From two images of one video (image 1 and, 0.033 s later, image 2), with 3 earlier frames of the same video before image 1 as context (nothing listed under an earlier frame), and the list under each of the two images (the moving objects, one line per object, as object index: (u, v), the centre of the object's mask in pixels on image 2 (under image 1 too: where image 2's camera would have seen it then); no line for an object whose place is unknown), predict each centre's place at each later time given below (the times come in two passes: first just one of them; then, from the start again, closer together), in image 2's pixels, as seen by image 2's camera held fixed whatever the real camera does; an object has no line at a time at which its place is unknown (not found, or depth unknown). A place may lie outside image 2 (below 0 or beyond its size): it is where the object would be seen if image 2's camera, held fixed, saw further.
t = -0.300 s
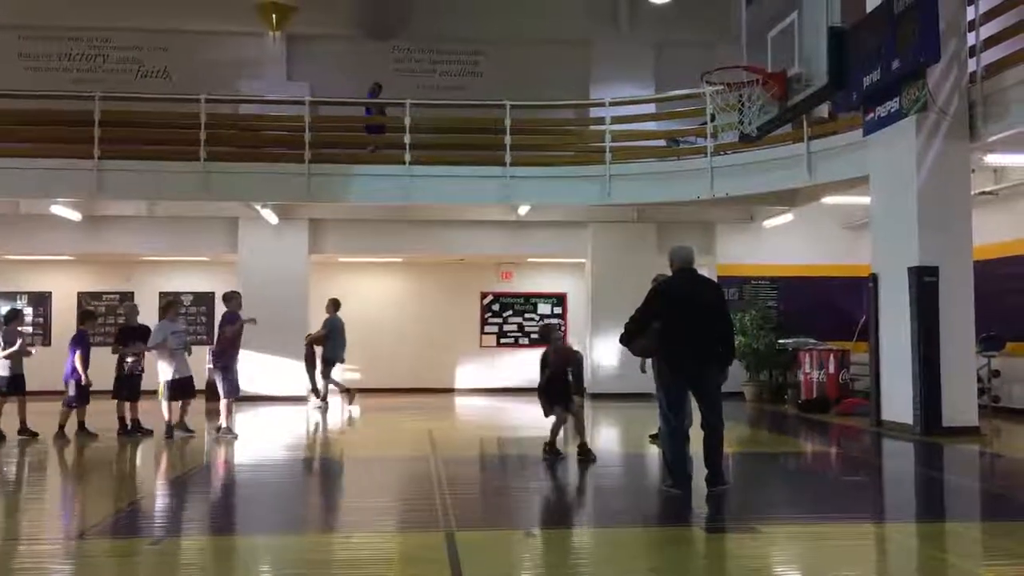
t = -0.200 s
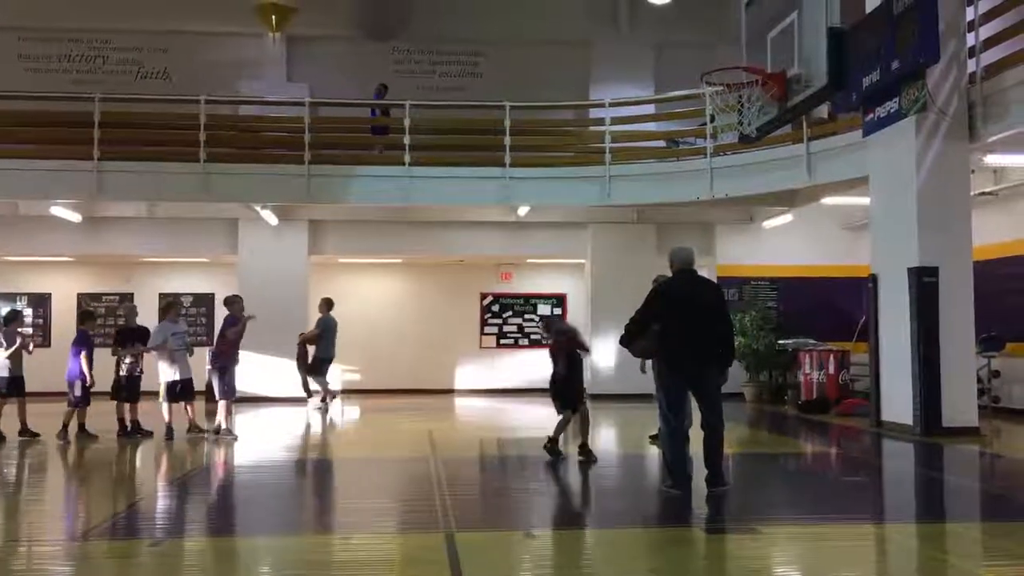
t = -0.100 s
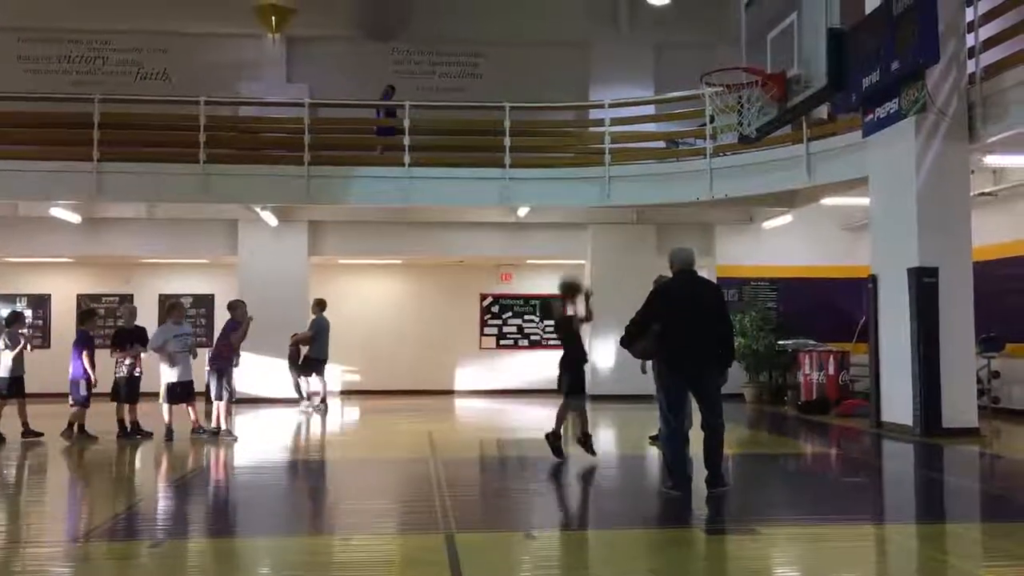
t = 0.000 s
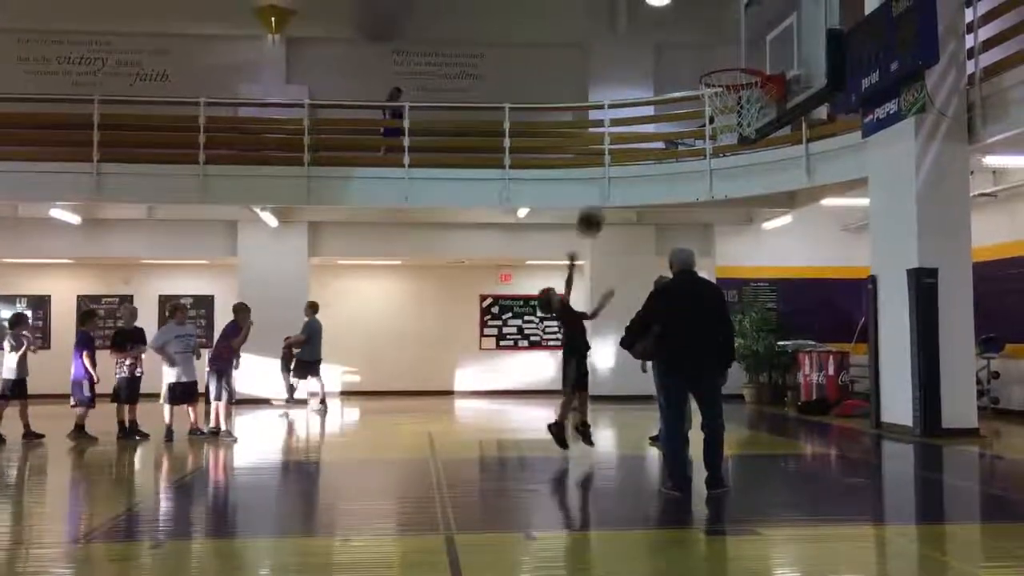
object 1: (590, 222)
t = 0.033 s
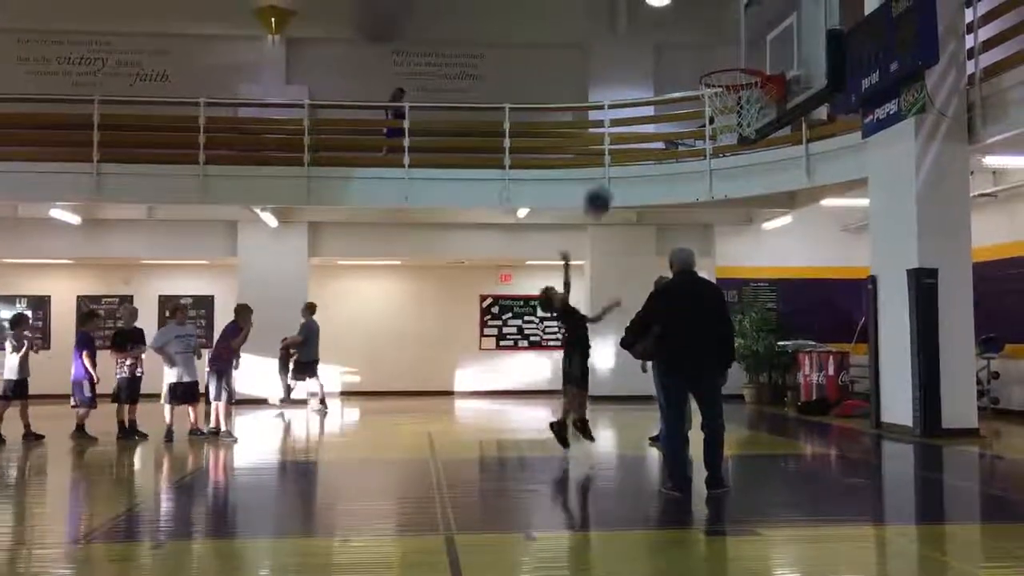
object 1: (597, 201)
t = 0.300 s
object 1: (661, 77)
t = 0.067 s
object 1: (605, 182)
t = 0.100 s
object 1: (614, 164)
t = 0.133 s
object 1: (621, 147)
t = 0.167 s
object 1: (627, 131)
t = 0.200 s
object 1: (636, 114)
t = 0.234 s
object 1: (644, 100)
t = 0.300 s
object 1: (661, 77)
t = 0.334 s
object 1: (669, 66)
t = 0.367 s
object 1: (677, 56)
